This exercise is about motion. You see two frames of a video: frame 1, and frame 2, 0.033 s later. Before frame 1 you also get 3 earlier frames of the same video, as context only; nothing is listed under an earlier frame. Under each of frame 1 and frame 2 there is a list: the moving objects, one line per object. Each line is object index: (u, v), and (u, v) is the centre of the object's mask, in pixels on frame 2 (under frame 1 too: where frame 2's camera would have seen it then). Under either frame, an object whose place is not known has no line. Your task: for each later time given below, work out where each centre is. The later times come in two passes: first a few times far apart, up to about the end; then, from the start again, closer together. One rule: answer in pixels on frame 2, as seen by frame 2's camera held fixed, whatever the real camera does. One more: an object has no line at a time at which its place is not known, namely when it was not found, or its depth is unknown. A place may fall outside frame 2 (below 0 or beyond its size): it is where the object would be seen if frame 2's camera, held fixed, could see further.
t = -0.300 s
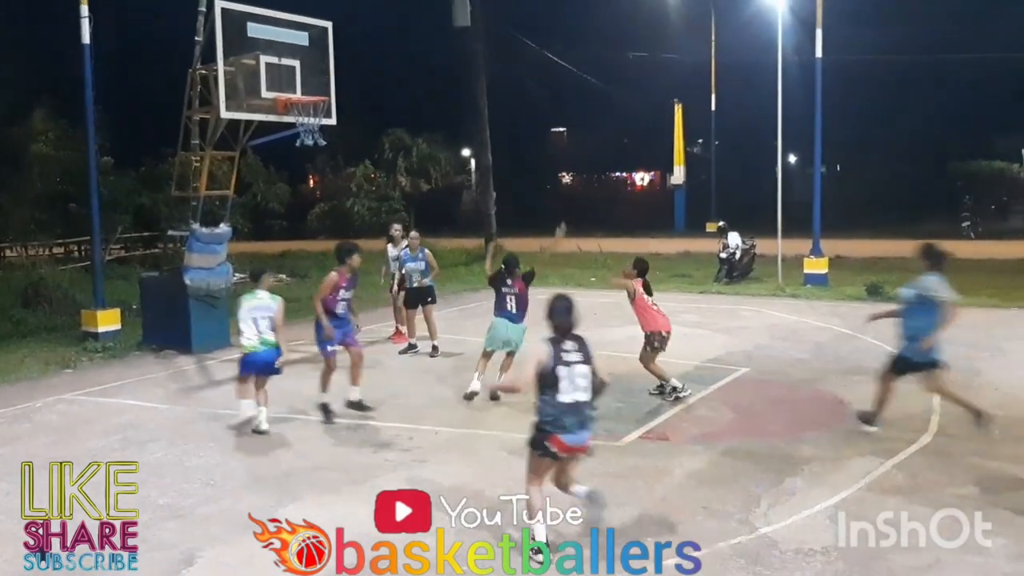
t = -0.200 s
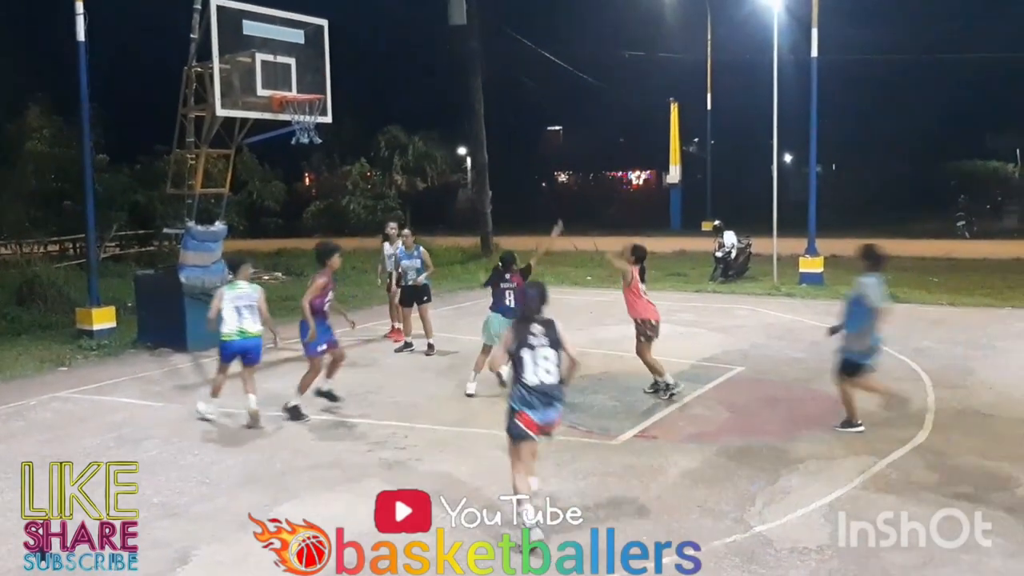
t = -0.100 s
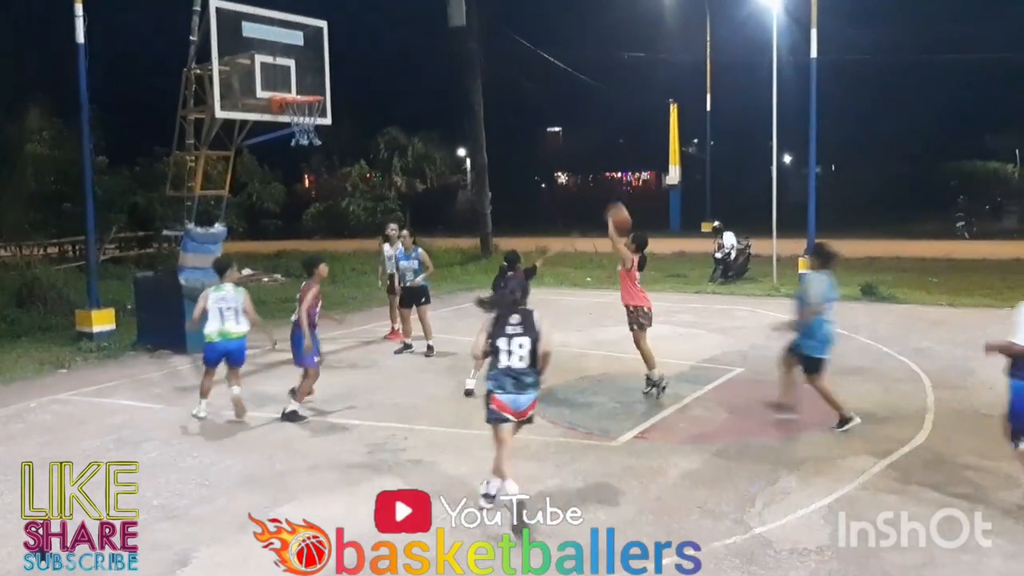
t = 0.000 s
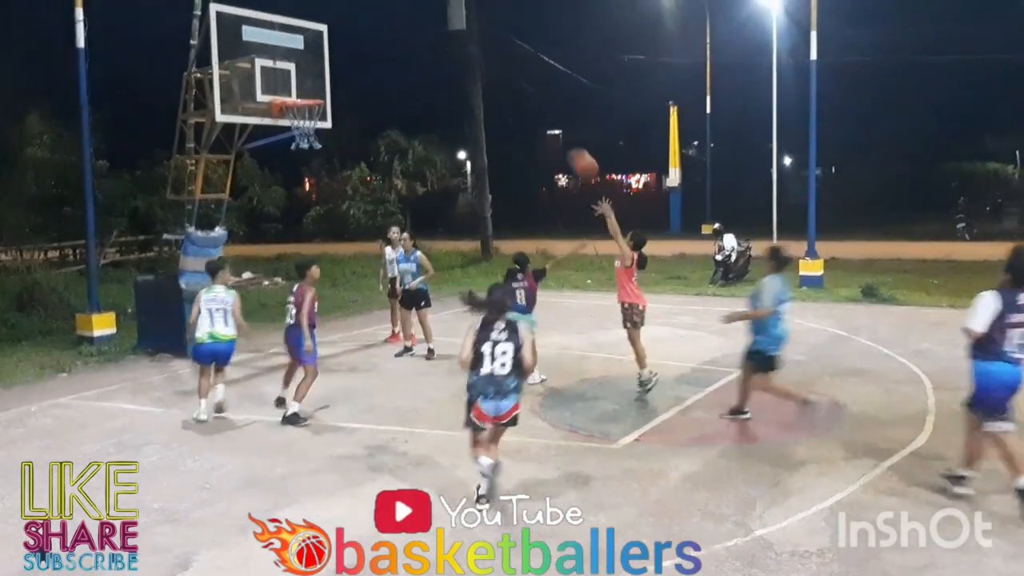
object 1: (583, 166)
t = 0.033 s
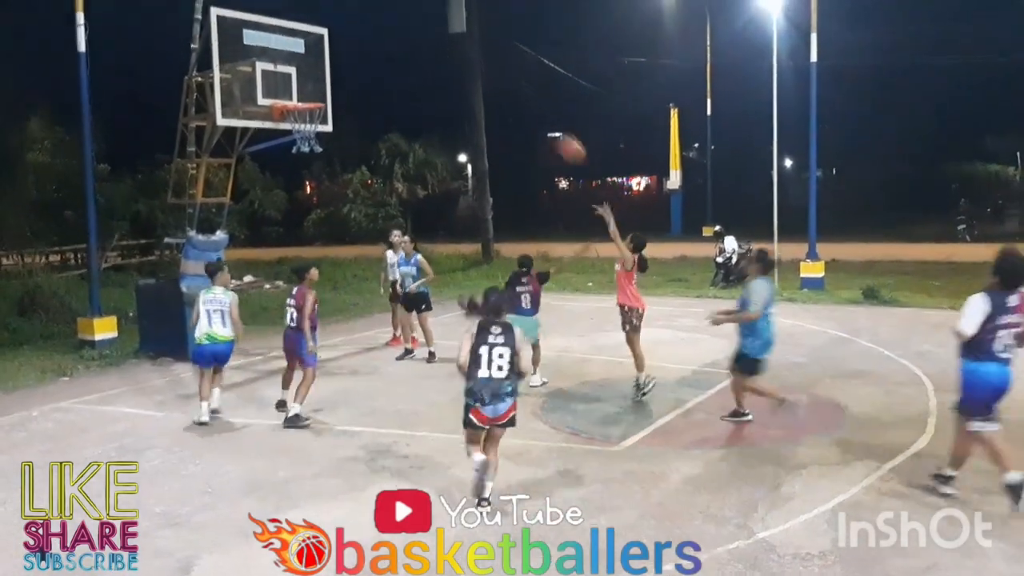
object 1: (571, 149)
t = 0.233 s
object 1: (495, 70)
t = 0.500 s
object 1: (407, 31)
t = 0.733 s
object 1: (339, 51)
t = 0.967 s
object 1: (305, 92)
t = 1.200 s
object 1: (377, 88)
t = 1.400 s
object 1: (436, 119)
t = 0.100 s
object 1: (546, 118)
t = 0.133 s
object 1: (533, 104)
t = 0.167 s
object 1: (520, 91)
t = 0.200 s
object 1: (509, 80)
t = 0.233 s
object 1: (495, 70)
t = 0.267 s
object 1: (484, 61)
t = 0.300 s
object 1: (473, 54)
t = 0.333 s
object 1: (462, 47)
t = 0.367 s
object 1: (450, 41)
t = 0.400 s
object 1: (439, 37)
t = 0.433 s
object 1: (428, 34)
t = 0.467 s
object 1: (417, 31)
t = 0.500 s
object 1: (407, 31)
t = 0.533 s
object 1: (396, 31)
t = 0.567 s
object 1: (386, 31)
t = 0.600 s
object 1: (376, 34)
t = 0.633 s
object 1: (365, 37)
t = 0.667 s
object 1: (356, 41)
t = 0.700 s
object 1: (346, 46)
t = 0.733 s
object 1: (339, 51)
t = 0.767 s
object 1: (328, 58)
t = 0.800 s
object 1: (317, 66)
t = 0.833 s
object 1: (310, 75)
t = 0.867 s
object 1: (302, 83)
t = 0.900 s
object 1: (293, 92)
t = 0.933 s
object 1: (294, 94)
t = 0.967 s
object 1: (305, 92)
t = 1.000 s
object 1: (314, 89)
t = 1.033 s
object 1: (325, 86)
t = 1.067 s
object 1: (336, 85)
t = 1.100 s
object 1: (345, 84)
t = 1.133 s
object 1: (356, 85)
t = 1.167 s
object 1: (366, 86)
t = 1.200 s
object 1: (377, 88)
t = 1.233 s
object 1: (387, 90)
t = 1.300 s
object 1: (407, 99)
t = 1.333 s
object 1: (417, 105)
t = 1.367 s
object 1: (427, 112)
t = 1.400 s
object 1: (436, 119)
